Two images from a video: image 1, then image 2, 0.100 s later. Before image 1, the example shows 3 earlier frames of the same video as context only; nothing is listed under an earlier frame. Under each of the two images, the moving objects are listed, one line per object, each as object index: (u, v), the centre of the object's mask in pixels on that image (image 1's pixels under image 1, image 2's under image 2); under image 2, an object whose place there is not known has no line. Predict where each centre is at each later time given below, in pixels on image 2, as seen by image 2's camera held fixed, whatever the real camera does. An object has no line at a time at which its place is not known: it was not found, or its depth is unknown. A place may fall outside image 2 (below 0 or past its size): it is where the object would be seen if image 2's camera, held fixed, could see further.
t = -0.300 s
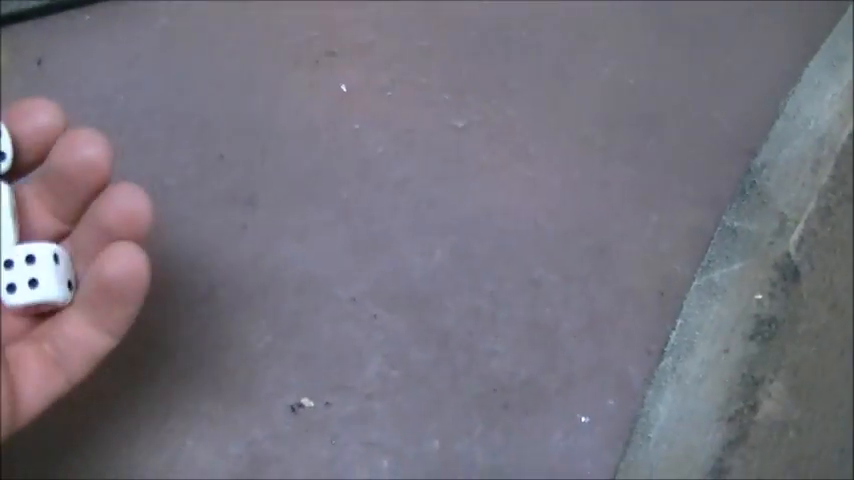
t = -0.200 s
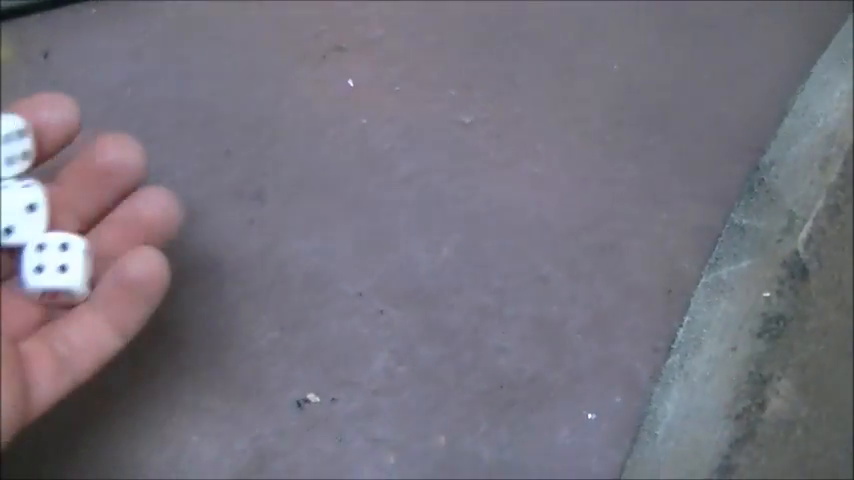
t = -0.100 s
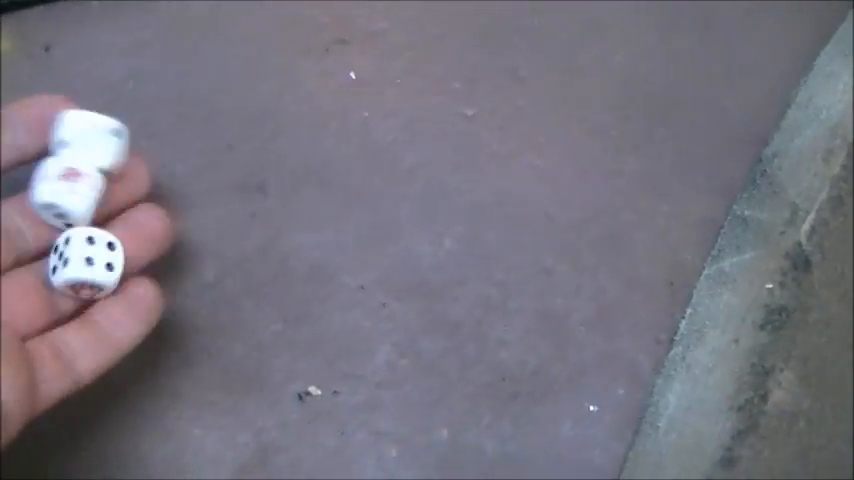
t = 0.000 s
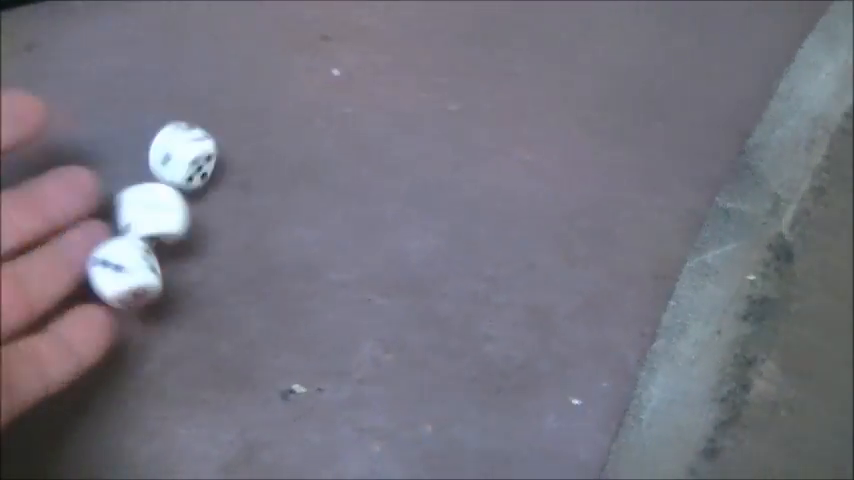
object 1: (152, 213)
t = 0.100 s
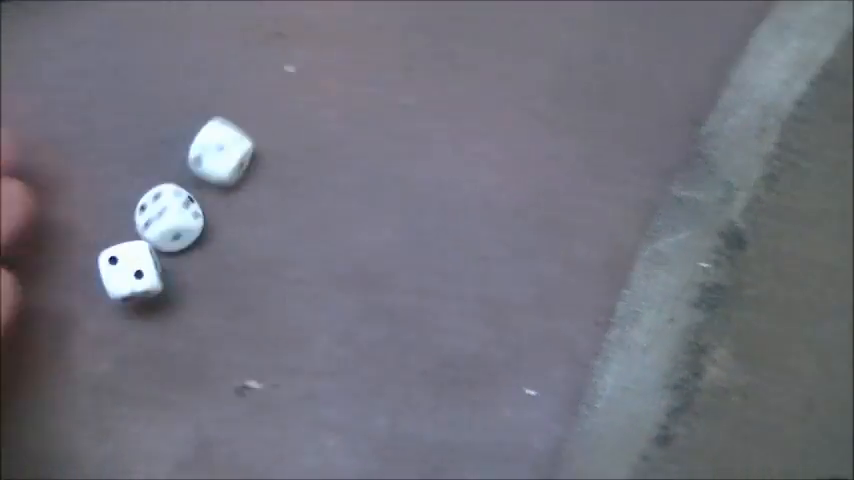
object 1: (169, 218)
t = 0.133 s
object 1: (178, 222)
